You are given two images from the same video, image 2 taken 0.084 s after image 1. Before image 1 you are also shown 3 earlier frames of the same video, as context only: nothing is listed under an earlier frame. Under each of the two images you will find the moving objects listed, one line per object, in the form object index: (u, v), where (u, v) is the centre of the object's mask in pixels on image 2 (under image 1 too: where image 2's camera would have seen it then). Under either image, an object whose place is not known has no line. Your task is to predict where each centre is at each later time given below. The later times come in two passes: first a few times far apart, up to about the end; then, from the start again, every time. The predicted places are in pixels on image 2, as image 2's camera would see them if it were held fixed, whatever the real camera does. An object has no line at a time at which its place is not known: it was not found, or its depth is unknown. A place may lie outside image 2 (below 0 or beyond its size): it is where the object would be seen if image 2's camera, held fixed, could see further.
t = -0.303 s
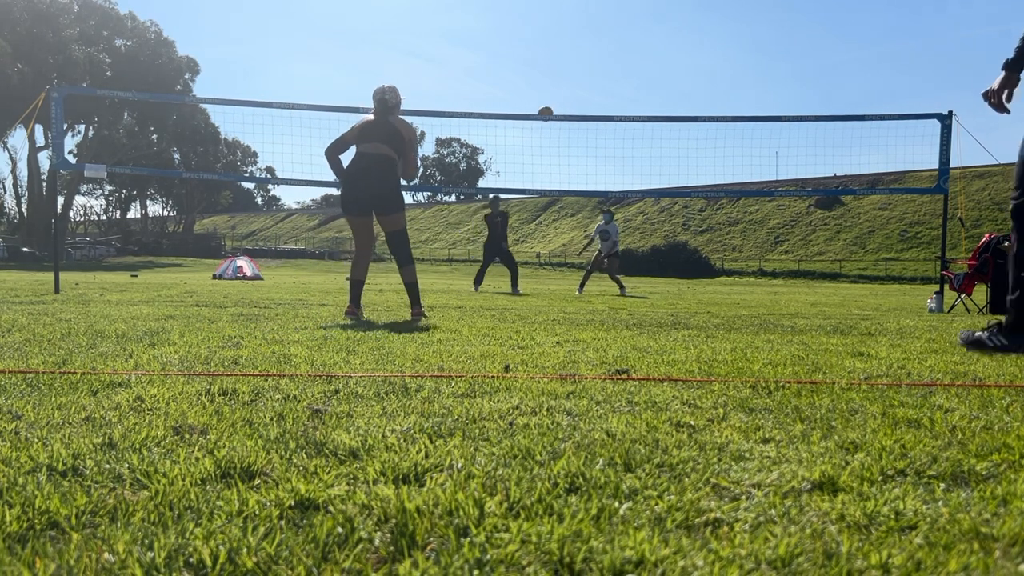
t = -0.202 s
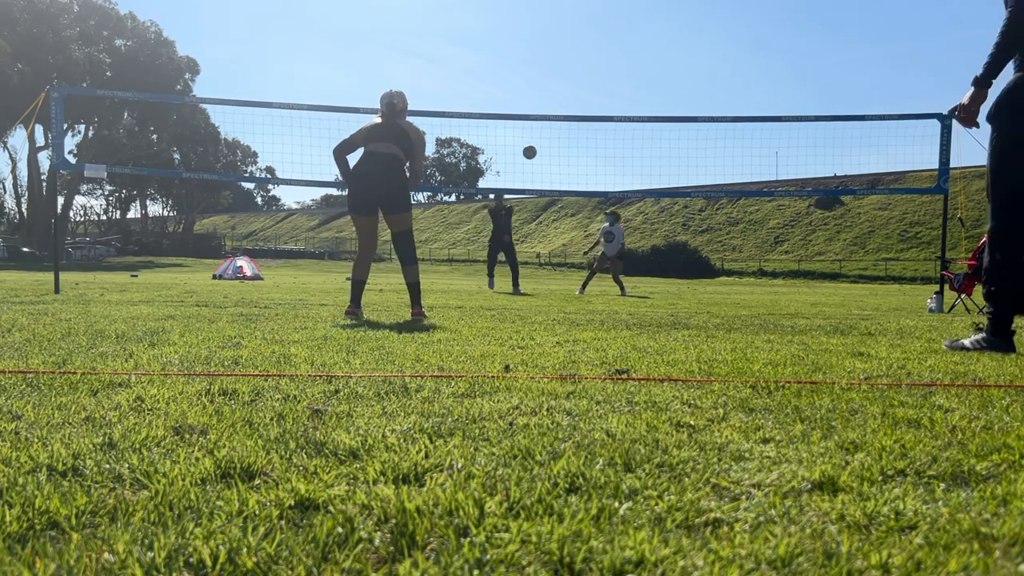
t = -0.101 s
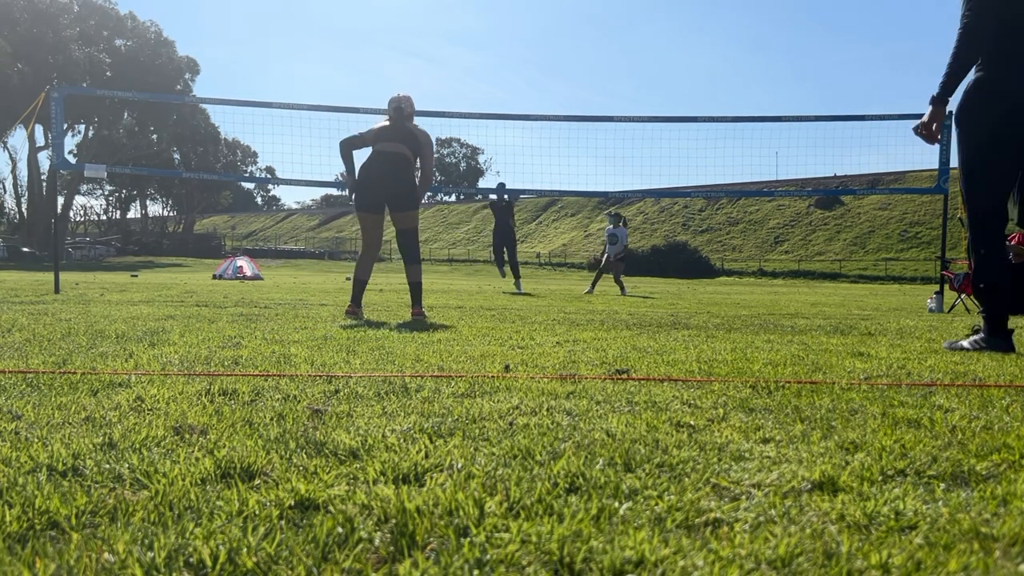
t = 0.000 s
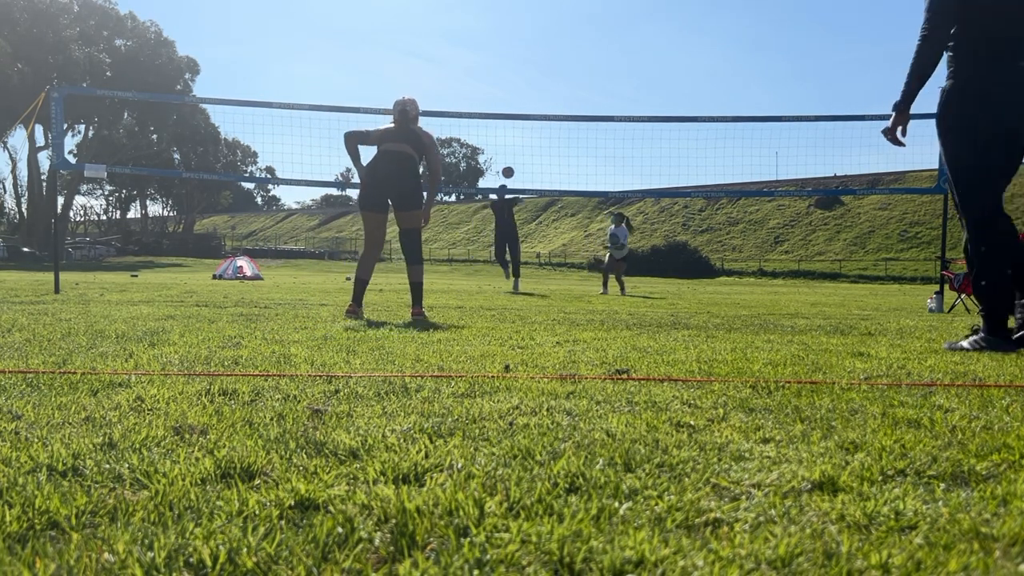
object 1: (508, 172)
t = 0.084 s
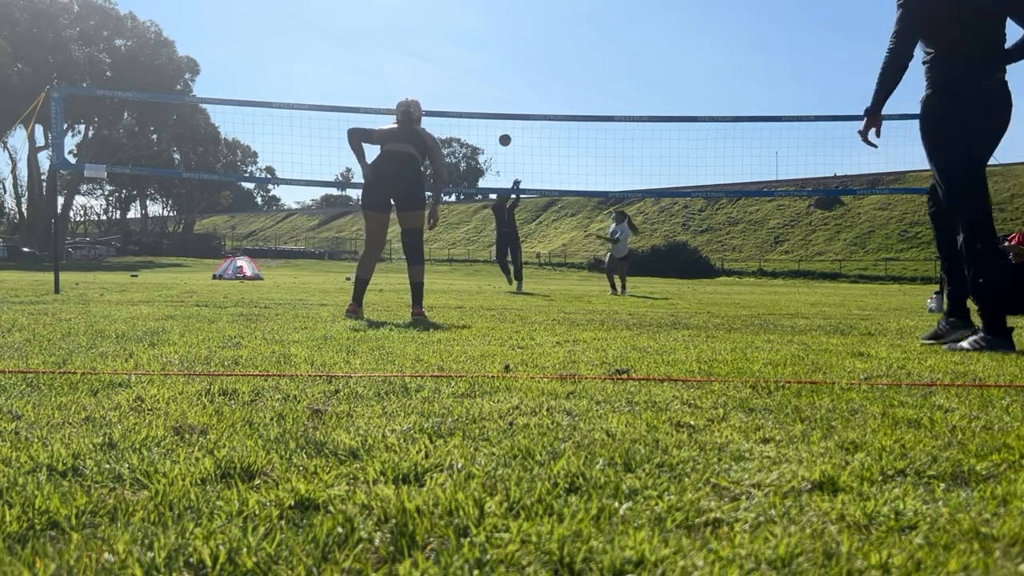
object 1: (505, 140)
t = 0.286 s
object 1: (496, 79)
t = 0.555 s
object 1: (484, 37)
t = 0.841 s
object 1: (470, 37)
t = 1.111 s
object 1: (457, 78)
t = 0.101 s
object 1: (504, 134)
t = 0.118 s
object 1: (503, 128)
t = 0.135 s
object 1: (503, 123)
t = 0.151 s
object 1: (502, 117)
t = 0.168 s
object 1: (501, 111)
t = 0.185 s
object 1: (500, 106)
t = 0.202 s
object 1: (500, 101)
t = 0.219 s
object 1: (499, 96)
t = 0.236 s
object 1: (498, 92)
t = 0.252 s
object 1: (498, 88)
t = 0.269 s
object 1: (497, 83)
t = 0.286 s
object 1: (496, 79)
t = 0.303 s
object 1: (496, 76)
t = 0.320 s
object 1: (495, 72)
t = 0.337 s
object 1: (494, 68)
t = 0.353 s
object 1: (493, 65)
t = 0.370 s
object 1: (492, 62)
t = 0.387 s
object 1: (492, 58)
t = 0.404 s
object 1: (491, 56)
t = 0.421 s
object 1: (490, 53)
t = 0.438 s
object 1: (489, 50)
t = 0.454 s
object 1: (489, 48)
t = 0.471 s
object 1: (488, 46)
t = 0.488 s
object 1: (487, 44)
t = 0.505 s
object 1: (486, 42)
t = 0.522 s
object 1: (486, 40)
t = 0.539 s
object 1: (485, 38)
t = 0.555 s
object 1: (484, 37)
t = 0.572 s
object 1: (483, 36)
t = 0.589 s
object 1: (482, 35)
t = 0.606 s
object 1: (481, 34)
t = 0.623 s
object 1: (481, 33)
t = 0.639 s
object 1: (480, 32)
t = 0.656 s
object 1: (479, 32)
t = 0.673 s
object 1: (478, 32)
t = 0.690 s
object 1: (478, 32)
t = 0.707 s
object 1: (477, 32)
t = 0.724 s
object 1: (476, 32)
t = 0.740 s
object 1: (475, 32)
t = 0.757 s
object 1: (474, 33)
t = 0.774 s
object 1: (473, 33)
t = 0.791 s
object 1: (473, 34)
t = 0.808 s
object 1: (472, 35)
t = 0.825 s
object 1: (471, 36)
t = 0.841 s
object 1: (470, 37)
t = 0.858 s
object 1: (470, 39)
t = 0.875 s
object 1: (469, 40)
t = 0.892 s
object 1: (468, 42)
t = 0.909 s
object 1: (467, 44)
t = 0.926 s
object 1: (466, 46)
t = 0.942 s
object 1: (465, 48)
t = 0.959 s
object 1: (465, 51)
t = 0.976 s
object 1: (464, 53)
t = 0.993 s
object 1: (463, 56)
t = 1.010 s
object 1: (462, 58)
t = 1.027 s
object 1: (461, 61)
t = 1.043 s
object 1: (461, 64)
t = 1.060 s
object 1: (460, 67)
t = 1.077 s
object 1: (459, 71)
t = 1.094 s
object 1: (458, 74)
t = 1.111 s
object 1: (457, 78)
